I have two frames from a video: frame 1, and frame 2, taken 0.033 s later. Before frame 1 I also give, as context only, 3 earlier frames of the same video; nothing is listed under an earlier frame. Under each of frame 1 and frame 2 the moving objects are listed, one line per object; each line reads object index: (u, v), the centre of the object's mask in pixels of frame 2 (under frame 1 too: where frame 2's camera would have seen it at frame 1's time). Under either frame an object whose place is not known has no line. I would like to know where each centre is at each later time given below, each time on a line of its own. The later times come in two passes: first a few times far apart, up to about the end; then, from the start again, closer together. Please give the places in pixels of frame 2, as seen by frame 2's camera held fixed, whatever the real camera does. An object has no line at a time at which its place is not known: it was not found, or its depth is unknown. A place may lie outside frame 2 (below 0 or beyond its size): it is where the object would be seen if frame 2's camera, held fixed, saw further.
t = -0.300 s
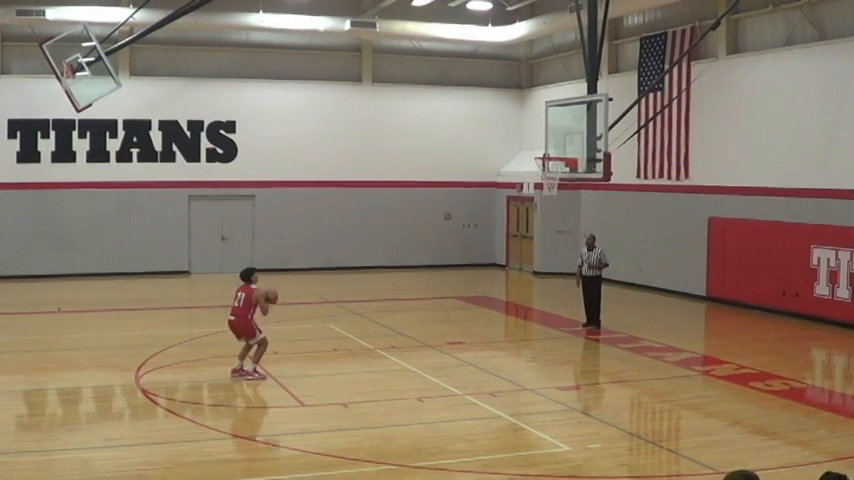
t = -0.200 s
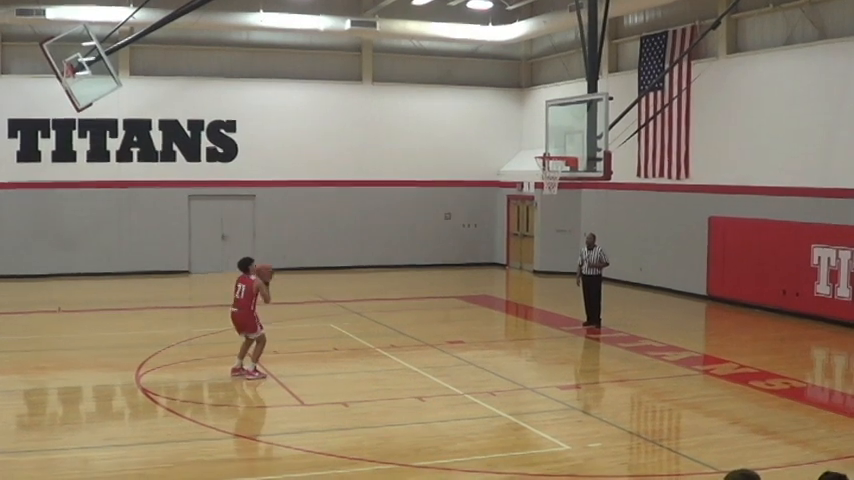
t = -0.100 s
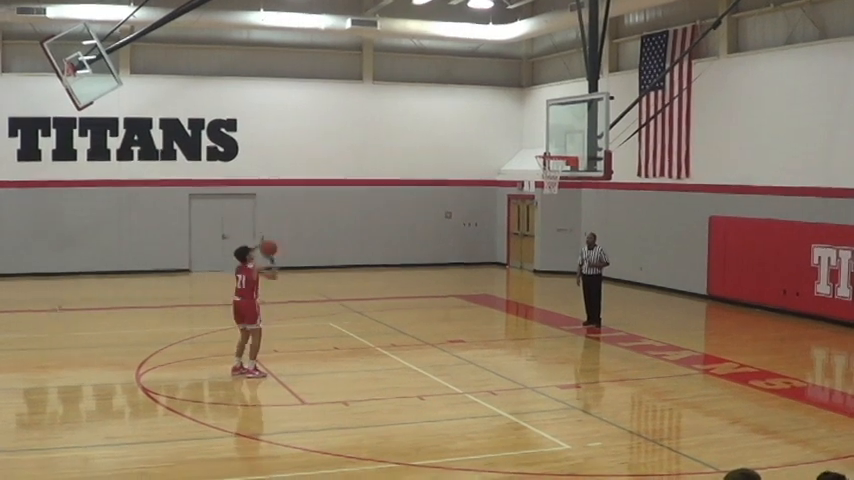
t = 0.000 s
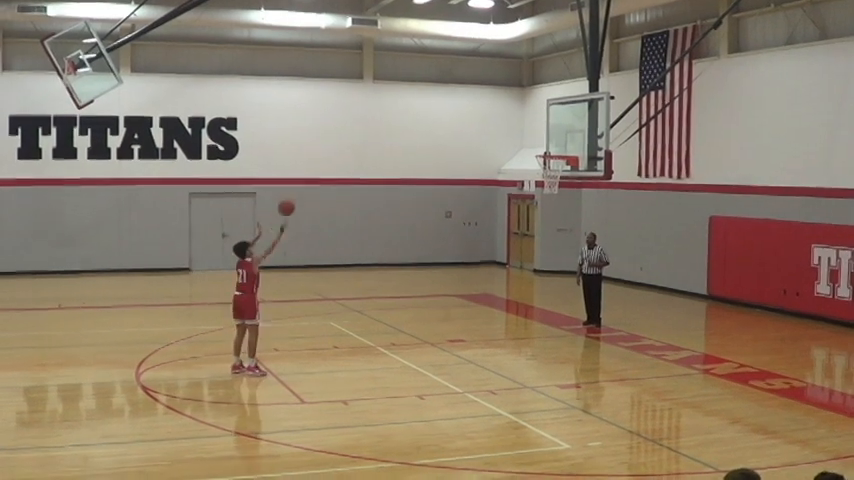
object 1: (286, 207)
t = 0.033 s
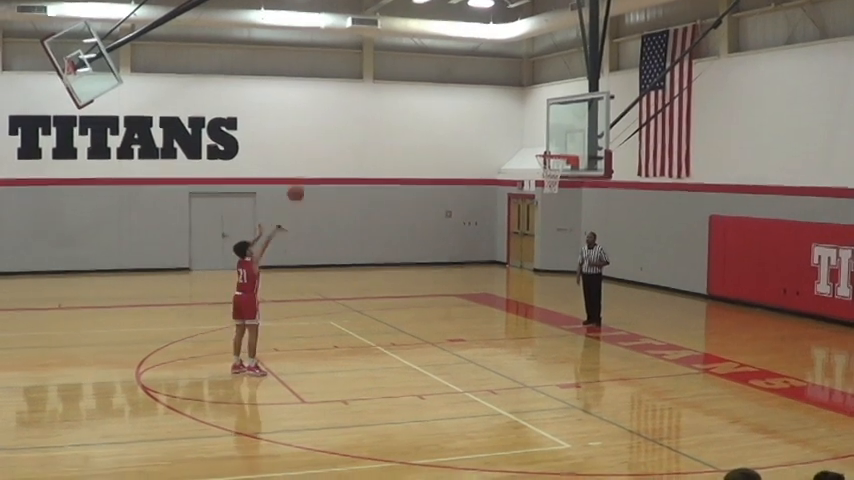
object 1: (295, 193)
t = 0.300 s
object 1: (365, 110)
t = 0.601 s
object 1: (440, 79)
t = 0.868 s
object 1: (502, 102)
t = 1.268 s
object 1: (564, 183)
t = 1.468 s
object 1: (555, 227)
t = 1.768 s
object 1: (542, 341)
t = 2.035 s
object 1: (530, 286)
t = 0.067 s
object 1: (305, 180)
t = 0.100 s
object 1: (313, 167)
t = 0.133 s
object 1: (322, 155)
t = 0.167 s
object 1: (331, 144)
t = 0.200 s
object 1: (339, 134)
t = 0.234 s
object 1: (348, 125)
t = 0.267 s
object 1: (357, 117)
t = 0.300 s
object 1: (365, 110)
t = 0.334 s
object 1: (374, 103)
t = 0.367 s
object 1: (382, 97)
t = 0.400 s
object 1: (391, 92)
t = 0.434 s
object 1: (399, 88)
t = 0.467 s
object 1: (407, 86)
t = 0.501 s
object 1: (416, 82)
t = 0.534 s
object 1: (424, 80)
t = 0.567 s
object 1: (432, 79)
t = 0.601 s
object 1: (440, 79)
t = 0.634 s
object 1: (448, 79)
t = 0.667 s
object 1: (455, 81)
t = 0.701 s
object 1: (464, 82)
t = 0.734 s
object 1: (471, 85)
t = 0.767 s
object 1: (479, 88)
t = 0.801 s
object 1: (487, 92)
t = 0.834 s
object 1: (494, 97)
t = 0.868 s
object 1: (502, 102)
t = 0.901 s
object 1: (509, 108)
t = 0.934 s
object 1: (516, 115)
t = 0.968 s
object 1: (523, 123)
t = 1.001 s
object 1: (531, 131)
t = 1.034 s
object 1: (538, 139)
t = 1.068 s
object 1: (545, 148)
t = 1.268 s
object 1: (564, 183)
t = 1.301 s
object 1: (563, 188)
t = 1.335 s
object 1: (561, 195)
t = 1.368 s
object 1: (559, 202)
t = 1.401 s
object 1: (558, 210)
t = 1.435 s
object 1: (557, 218)
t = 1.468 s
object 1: (555, 227)
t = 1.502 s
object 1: (554, 237)
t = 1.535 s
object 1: (553, 248)
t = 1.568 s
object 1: (551, 259)
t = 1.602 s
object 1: (551, 269)
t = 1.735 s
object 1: (543, 327)
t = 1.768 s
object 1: (542, 341)
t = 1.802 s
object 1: (540, 354)
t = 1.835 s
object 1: (539, 342)
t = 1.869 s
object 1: (537, 331)
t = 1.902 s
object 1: (536, 321)
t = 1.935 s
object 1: (535, 310)
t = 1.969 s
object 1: (533, 302)
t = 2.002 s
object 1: (531, 293)
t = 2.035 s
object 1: (530, 286)
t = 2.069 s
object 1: (528, 279)
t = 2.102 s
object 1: (527, 271)
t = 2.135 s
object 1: (524, 267)
